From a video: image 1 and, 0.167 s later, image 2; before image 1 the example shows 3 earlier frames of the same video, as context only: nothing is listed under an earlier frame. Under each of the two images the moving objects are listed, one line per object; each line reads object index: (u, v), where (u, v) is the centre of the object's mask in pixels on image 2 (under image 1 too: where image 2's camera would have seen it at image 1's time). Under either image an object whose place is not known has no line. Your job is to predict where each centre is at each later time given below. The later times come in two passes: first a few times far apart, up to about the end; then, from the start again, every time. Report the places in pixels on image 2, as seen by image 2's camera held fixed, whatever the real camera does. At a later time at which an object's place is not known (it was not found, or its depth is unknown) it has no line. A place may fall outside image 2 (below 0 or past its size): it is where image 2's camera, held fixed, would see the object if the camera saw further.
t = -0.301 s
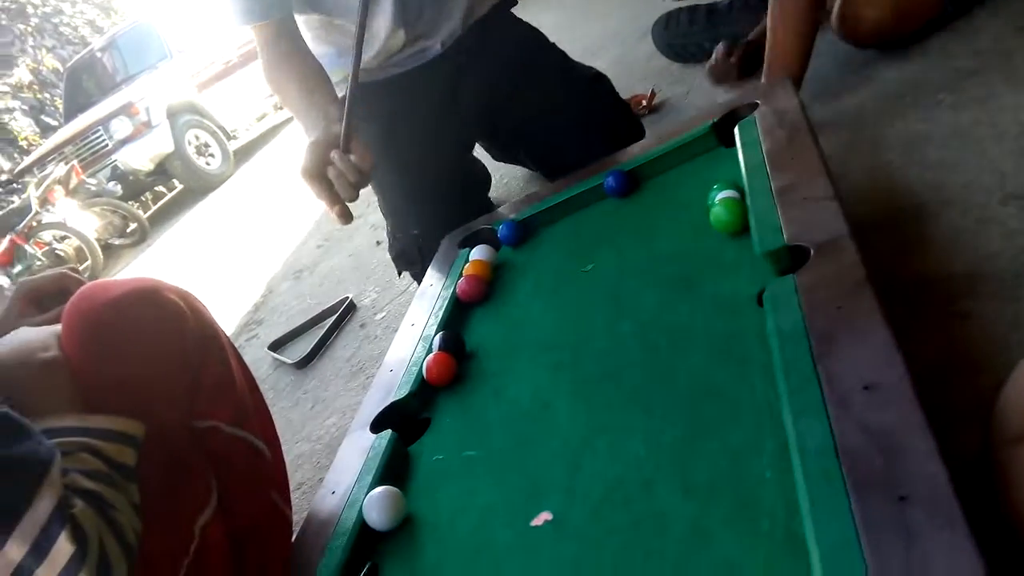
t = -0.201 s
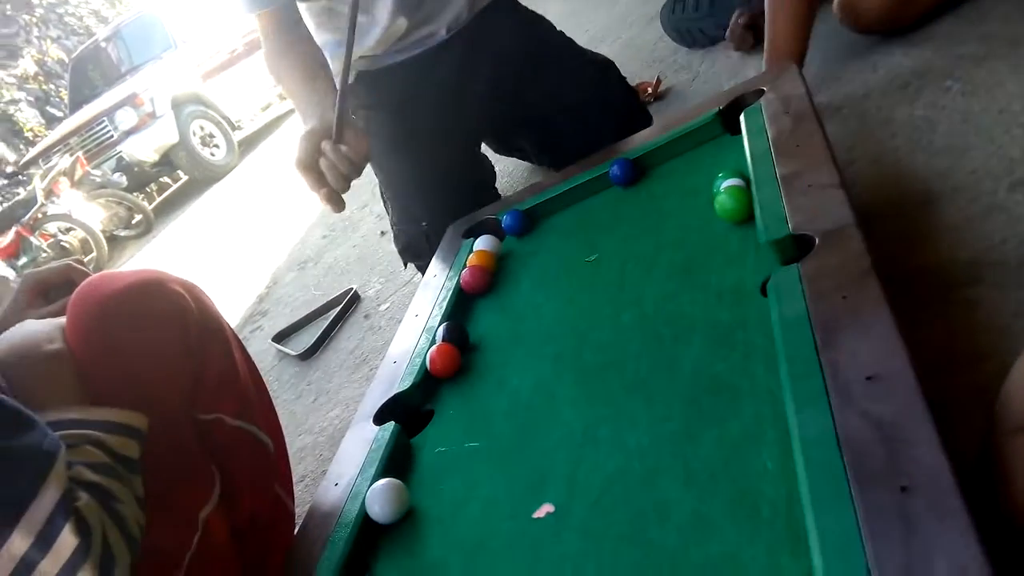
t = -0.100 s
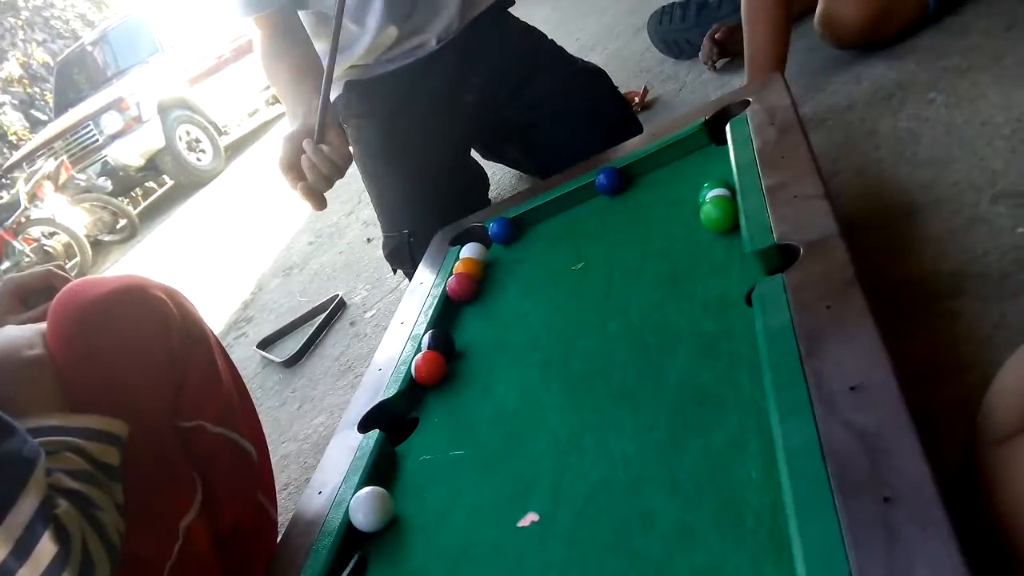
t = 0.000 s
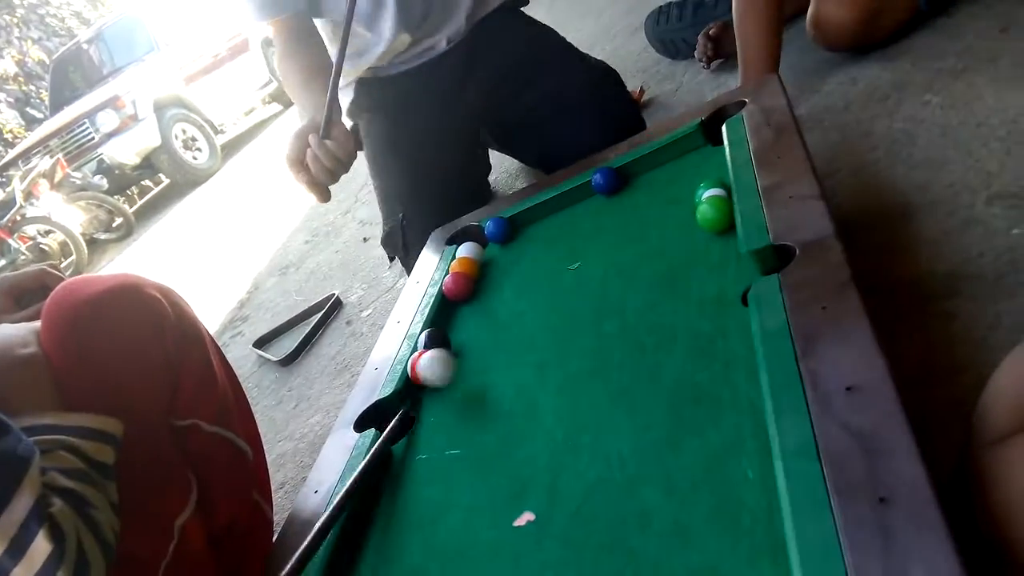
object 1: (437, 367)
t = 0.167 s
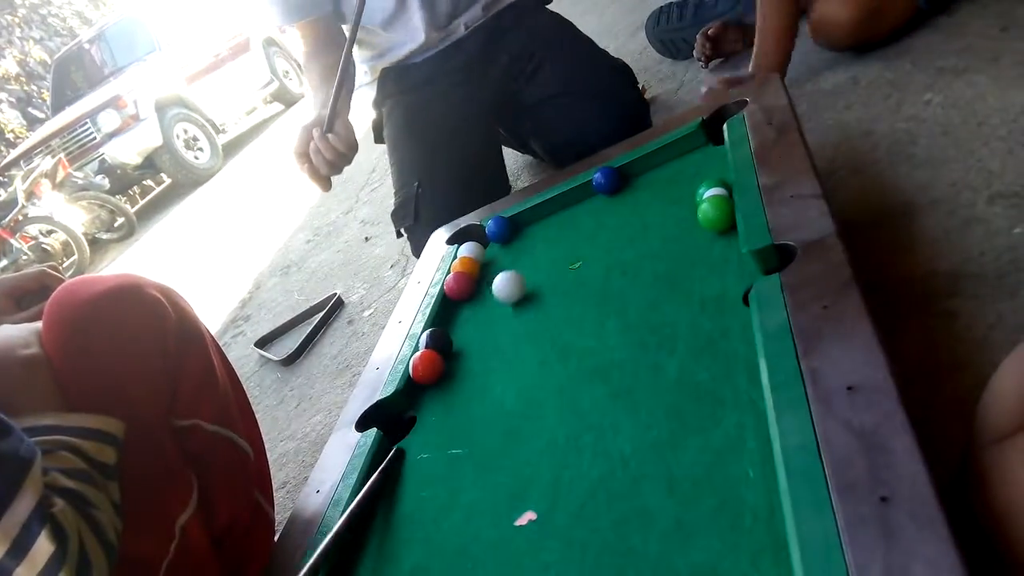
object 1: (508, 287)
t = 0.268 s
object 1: (528, 253)
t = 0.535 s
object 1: (550, 213)
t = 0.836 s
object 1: (527, 255)
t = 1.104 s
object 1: (491, 297)
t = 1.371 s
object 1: (463, 334)
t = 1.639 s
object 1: (454, 356)
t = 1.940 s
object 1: (446, 367)
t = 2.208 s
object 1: (438, 376)
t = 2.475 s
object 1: (417, 391)
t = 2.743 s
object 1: (394, 427)
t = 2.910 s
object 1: (396, 435)
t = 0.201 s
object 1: (515, 275)
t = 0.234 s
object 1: (522, 264)
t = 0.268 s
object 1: (528, 253)
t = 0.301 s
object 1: (533, 243)
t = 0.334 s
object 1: (539, 233)
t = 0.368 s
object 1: (543, 224)
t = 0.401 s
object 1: (548, 215)
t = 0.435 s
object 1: (553, 208)
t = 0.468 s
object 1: (554, 205)
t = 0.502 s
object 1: (552, 209)
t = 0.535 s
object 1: (550, 213)
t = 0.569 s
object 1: (548, 218)
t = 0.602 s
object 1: (546, 222)
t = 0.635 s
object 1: (543, 227)
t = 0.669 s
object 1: (540, 232)
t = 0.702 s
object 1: (538, 236)
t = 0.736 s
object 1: (536, 240)
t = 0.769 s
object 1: (533, 245)
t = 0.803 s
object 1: (530, 250)
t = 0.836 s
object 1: (527, 255)
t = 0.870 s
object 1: (523, 260)
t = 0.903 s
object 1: (519, 265)
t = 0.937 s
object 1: (514, 270)
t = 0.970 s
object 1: (510, 275)
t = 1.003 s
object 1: (505, 280)
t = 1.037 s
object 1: (501, 286)
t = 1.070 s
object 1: (496, 291)
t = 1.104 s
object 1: (491, 297)
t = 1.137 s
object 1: (485, 303)
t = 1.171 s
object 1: (480, 310)
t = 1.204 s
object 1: (474, 316)
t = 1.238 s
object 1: (468, 322)
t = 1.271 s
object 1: (463, 328)
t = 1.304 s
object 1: (463, 330)
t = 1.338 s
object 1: (463, 332)
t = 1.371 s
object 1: (463, 334)
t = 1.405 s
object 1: (462, 337)
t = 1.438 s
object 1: (461, 340)
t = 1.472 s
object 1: (460, 343)
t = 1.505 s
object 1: (458, 346)
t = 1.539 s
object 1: (456, 350)
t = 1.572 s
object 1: (454, 352)
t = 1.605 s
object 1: (454, 354)
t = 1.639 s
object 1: (454, 356)
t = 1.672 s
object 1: (453, 358)
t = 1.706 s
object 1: (452, 360)
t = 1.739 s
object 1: (451, 361)
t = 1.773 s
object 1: (450, 362)
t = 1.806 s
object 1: (449, 363)
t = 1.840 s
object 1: (448, 364)
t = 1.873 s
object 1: (448, 365)
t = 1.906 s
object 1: (447, 367)
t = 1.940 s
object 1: (446, 367)
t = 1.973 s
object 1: (445, 368)
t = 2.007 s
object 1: (445, 369)
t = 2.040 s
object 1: (444, 370)
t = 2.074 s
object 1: (443, 371)
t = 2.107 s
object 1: (442, 372)
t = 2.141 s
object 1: (440, 374)
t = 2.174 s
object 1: (440, 375)
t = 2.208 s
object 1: (438, 376)
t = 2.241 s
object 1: (436, 378)
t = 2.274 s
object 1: (435, 379)
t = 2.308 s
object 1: (433, 380)
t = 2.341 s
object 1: (431, 382)
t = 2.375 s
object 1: (428, 384)
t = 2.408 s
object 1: (425, 386)
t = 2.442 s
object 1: (421, 388)
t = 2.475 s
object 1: (417, 391)
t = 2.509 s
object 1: (413, 393)
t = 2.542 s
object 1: (410, 396)
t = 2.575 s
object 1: (408, 398)
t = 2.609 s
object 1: (406, 401)
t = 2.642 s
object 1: (403, 404)
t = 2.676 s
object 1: (399, 409)
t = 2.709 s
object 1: (396, 420)
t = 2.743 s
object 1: (394, 427)
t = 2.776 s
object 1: (393, 430)
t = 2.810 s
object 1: (392, 431)
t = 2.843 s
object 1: (393, 430)
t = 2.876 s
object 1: (394, 431)
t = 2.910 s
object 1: (396, 435)
